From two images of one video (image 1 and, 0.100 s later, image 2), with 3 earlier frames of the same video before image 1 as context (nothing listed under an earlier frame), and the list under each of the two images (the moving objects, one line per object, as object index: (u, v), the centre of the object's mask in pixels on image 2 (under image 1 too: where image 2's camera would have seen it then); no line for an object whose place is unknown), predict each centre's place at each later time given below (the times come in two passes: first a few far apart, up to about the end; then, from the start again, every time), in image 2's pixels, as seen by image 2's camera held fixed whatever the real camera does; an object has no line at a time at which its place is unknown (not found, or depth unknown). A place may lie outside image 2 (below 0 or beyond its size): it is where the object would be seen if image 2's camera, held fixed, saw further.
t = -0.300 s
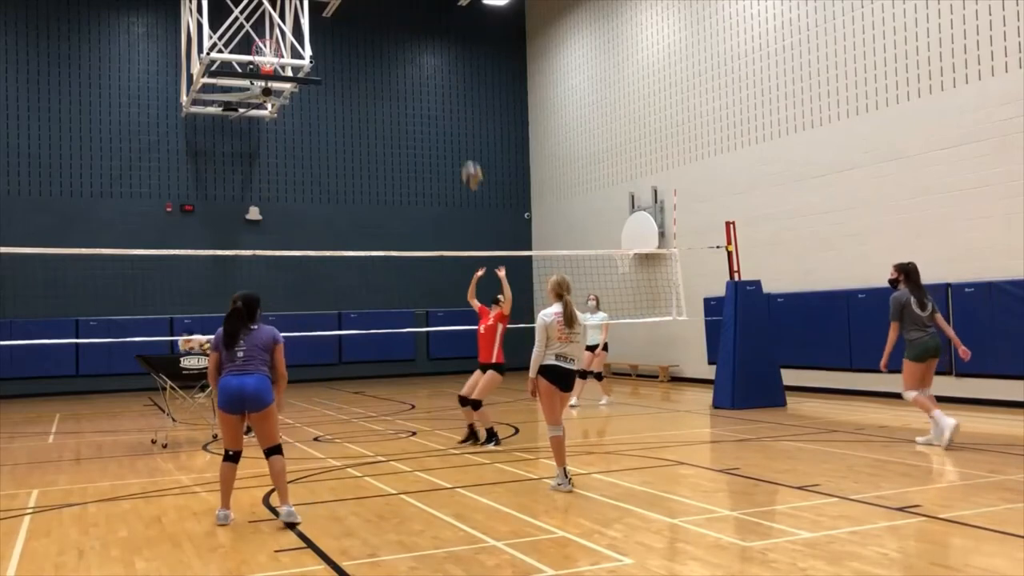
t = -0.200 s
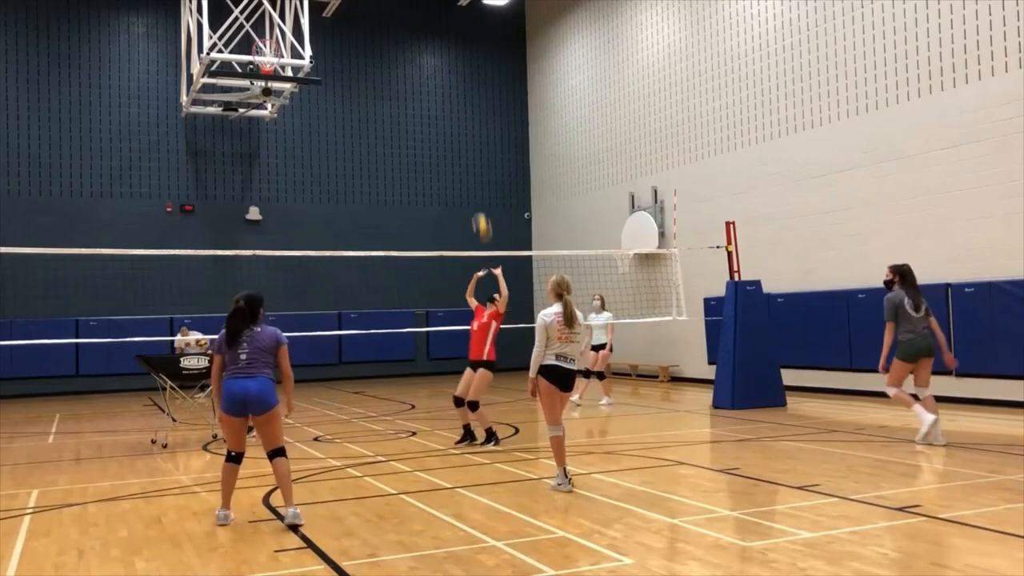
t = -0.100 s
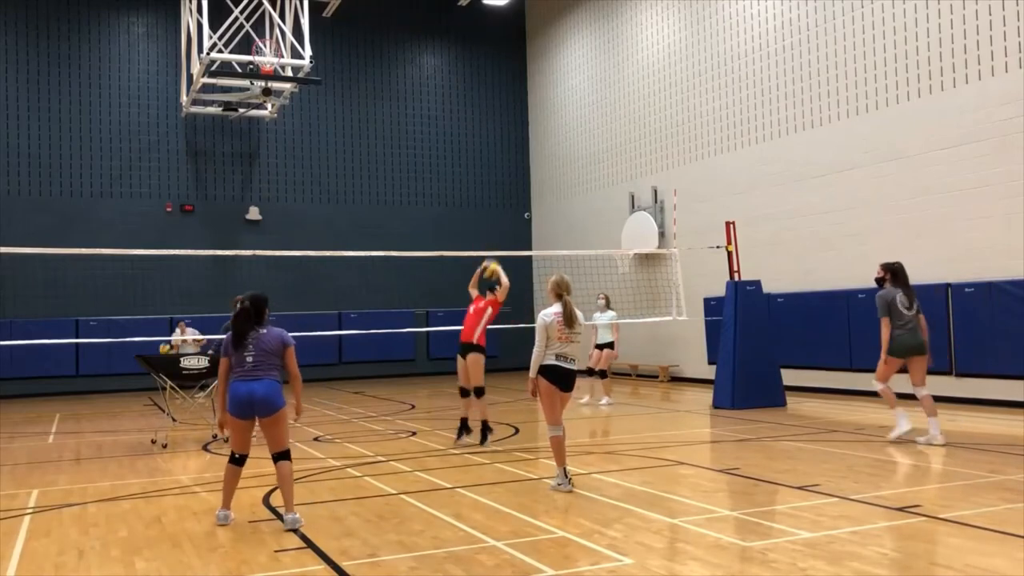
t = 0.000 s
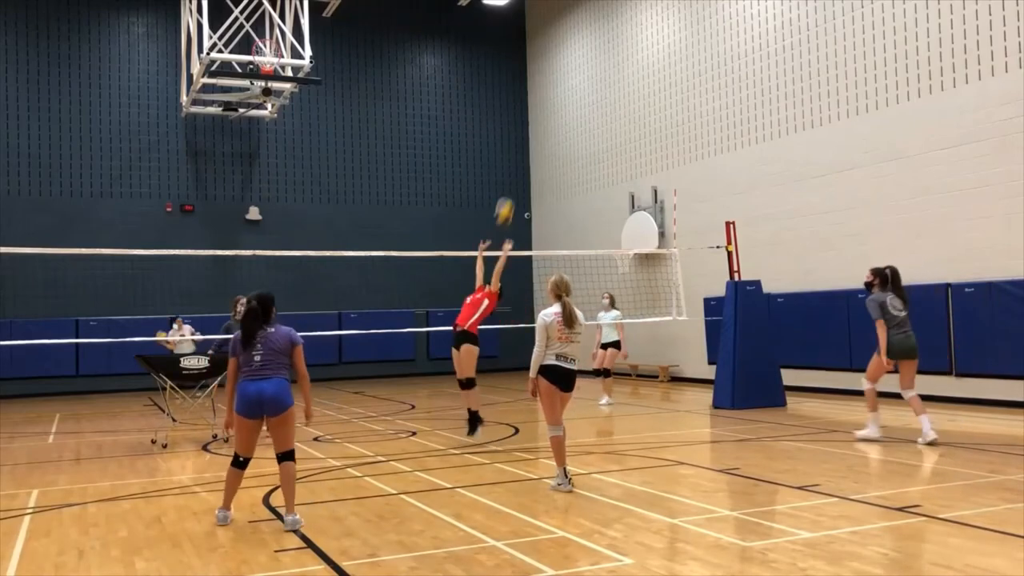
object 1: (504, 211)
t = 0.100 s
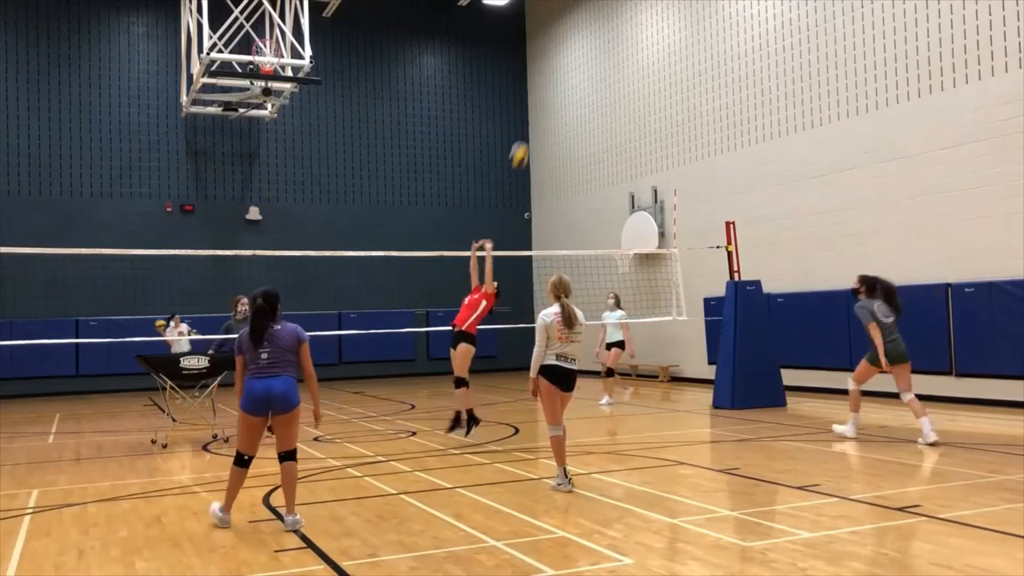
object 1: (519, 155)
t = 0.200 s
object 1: (533, 107)
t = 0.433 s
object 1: (565, 36)
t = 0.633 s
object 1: (592, 12)
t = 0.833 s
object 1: (619, 24)
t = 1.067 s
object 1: (650, 77)
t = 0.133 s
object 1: (523, 138)
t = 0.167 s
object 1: (528, 122)
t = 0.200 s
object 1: (533, 107)
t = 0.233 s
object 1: (537, 94)
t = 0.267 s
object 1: (542, 81)
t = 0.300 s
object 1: (547, 70)
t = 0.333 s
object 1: (551, 60)
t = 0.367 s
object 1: (555, 51)
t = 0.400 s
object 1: (560, 43)
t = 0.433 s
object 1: (565, 36)
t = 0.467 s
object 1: (569, 29)
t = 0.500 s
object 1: (573, 25)
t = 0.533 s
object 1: (578, 20)
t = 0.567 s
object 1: (583, 17)
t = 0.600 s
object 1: (587, 14)
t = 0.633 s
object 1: (592, 12)
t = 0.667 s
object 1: (596, 12)
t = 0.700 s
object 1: (600, 13)
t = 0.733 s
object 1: (605, 14)
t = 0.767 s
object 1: (610, 16)
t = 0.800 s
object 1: (614, 20)
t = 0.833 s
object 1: (619, 24)
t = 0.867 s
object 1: (623, 28)
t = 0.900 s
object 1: (627, 35)
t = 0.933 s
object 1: (632, 41)
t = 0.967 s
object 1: (637, 48)
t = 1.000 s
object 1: (641, 58)
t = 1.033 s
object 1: (646, 68)
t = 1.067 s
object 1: (650, 77)
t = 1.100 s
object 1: (655, 90)
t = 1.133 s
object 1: (659, 100)
